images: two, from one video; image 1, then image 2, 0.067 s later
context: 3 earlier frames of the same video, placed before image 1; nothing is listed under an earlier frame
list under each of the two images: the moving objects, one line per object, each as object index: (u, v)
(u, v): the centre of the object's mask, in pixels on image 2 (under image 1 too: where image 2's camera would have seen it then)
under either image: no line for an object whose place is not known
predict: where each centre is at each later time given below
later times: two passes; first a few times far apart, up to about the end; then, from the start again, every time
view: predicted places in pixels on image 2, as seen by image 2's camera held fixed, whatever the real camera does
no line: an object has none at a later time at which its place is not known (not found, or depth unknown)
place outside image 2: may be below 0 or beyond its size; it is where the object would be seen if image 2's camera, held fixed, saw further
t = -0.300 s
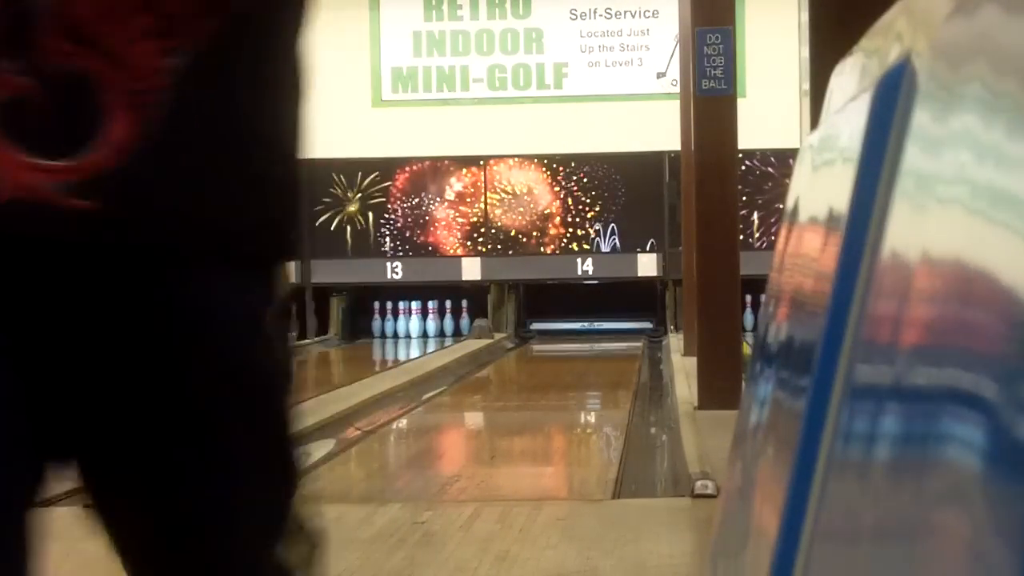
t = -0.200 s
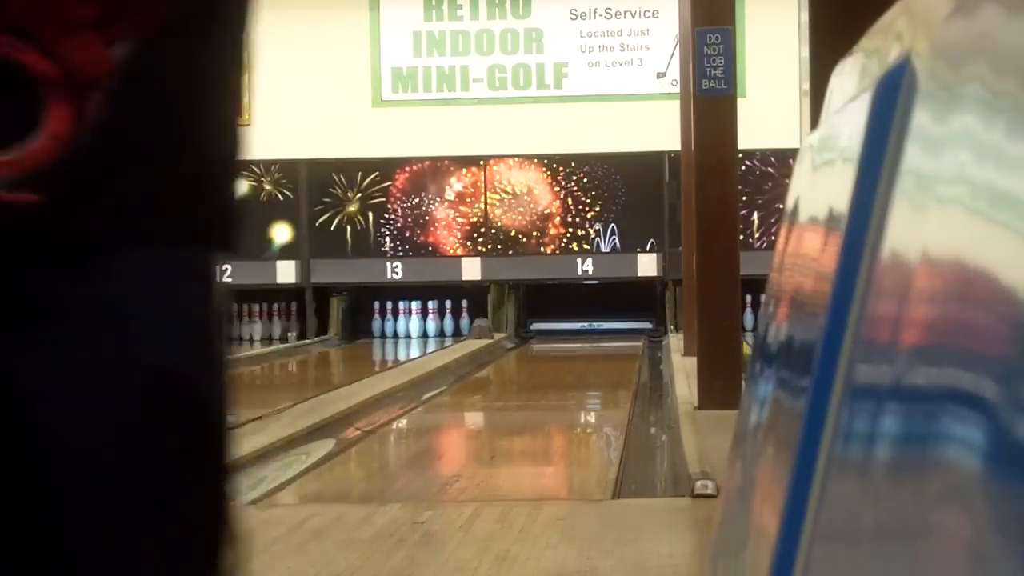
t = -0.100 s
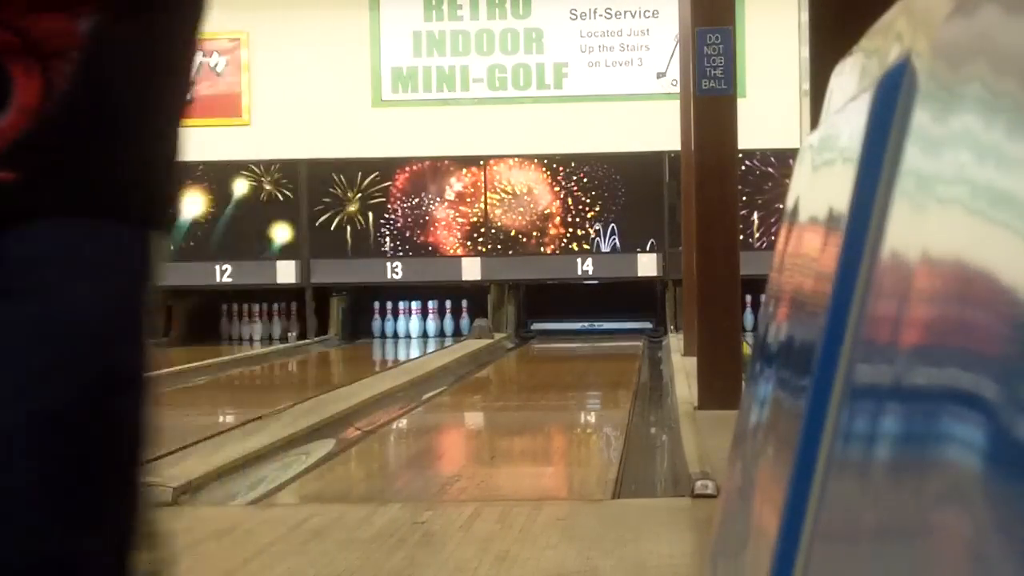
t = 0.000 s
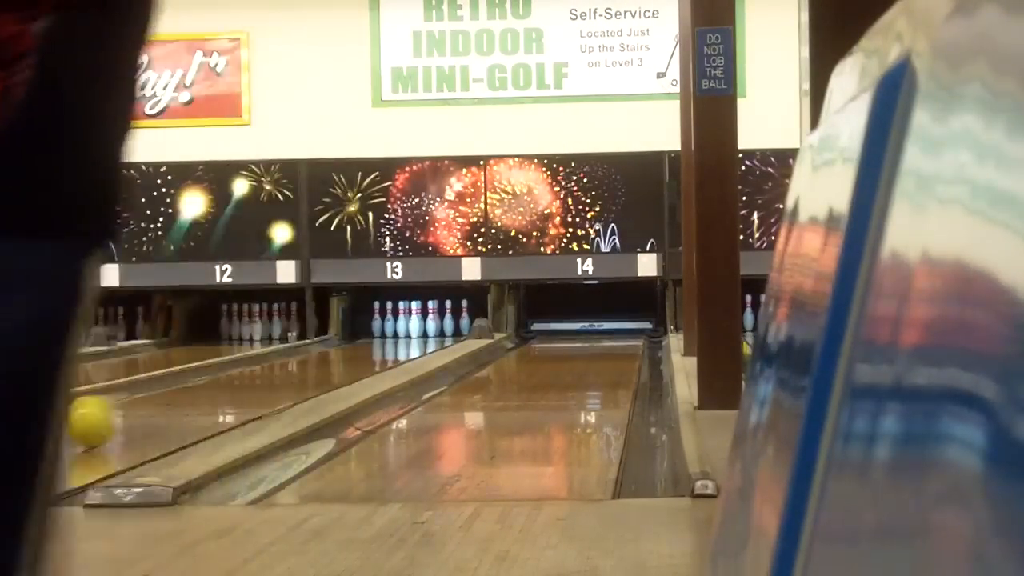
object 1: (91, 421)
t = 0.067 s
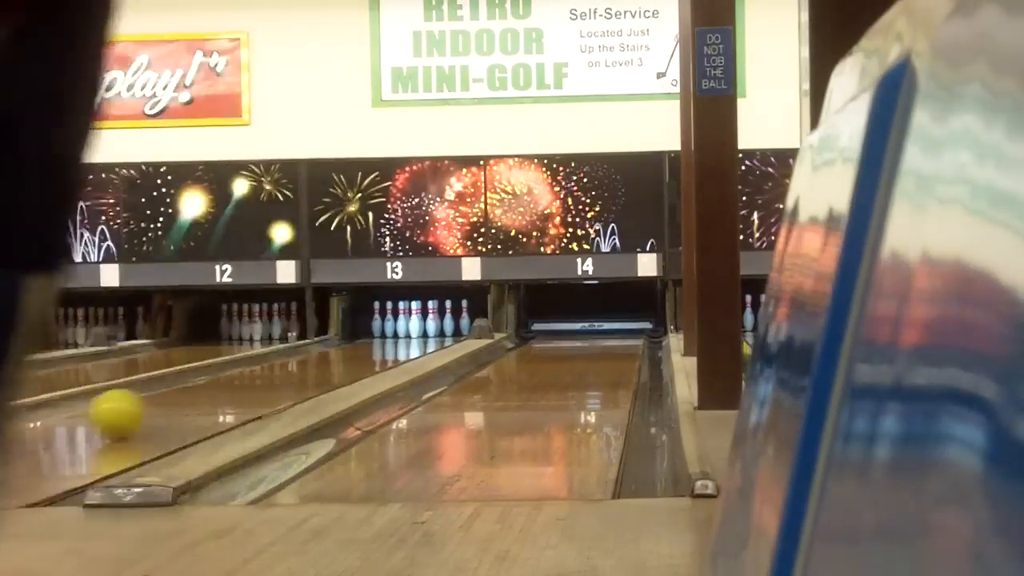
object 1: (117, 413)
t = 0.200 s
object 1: (166, 400)
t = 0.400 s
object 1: (225, 385)
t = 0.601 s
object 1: (270, 373)
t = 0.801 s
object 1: (307, 363)
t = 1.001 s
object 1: (336, 355)
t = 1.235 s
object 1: (364, 347)
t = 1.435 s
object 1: (384, 342)
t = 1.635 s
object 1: (401, 338)
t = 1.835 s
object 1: (416, 334)
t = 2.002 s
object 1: (426, 330)
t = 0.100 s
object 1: (130, 410)
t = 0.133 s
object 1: (143, 407)
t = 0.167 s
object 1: (154, 403)
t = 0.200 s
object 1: (166, 400)
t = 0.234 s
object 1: (177, 397)
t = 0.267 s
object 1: (188, 394)
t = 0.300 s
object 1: (197, 392)
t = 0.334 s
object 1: (207, 389)
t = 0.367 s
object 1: (216, 387)
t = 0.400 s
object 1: (225, 385)
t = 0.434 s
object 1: (234, 383)
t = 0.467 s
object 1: (241, 381)
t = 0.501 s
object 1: (249, 379)
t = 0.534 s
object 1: (257, 377)
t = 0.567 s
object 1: (264, 375)
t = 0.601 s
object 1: (270, 373)
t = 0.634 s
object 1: (277, 371)
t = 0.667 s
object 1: (283, 370)
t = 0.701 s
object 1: (290, 368)
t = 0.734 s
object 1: (296, 366)
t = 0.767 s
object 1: (302, 364)
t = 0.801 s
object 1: (307, 363)
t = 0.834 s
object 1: (312, 362)
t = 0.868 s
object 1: (317, 361)
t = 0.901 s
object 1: (323, 359)
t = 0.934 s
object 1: (327, 357)
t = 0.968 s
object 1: (332, 356)
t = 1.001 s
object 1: (336, 355)
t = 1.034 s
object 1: (341, 354)
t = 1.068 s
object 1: (345, 353)
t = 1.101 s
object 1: (350, 352)
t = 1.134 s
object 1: (354, 350)
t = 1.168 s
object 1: (357, 349)
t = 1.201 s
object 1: (361, 348)
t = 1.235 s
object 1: (364, 347)
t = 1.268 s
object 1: (368, 346)
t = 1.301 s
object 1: (371, 345)
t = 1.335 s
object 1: (375, 345)
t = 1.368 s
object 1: (378, 344)
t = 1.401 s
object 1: (381, 343)
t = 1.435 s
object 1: (384, 342)
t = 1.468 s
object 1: (387, 342)
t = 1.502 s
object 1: (390, 341)
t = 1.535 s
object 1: (393, 340)
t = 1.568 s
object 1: (396, 339)
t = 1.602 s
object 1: (398, 339)
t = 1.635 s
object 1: (401, 338)
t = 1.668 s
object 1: (404, 338)
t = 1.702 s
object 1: (406, 337)
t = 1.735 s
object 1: (408, 336)
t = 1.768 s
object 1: (412, 335)
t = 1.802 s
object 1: (414, 334)
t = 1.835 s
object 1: (416, 334)
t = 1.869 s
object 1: (418, 333)
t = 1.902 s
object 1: (420, 332)
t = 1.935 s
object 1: (422, 331)
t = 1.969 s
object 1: (424, 331)
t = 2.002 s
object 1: (426, 330)
